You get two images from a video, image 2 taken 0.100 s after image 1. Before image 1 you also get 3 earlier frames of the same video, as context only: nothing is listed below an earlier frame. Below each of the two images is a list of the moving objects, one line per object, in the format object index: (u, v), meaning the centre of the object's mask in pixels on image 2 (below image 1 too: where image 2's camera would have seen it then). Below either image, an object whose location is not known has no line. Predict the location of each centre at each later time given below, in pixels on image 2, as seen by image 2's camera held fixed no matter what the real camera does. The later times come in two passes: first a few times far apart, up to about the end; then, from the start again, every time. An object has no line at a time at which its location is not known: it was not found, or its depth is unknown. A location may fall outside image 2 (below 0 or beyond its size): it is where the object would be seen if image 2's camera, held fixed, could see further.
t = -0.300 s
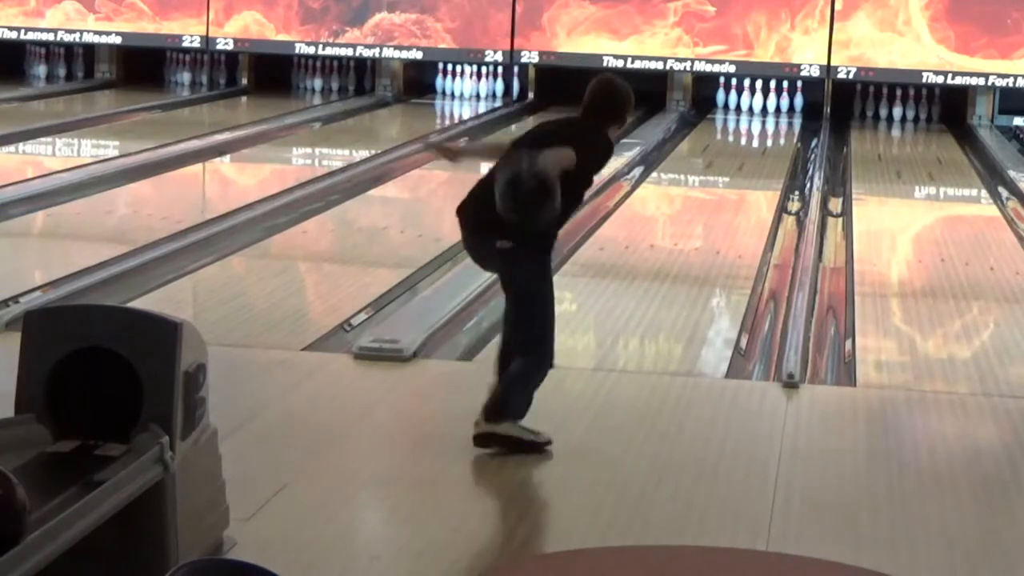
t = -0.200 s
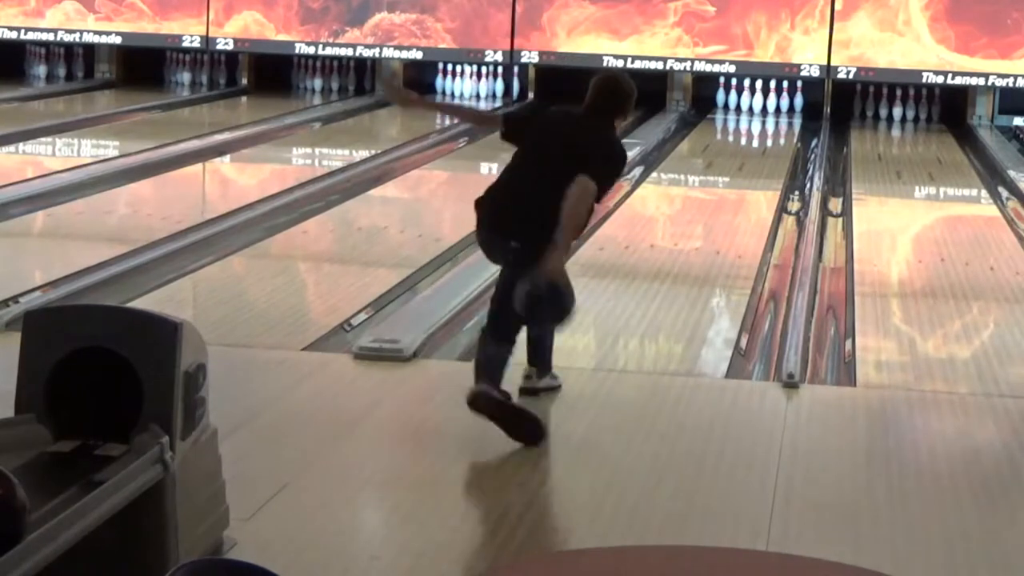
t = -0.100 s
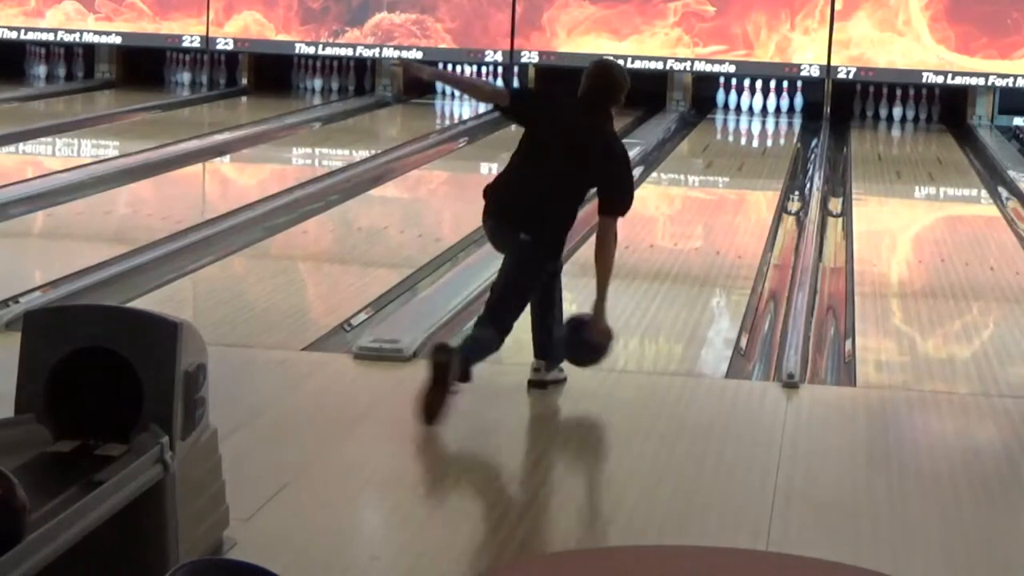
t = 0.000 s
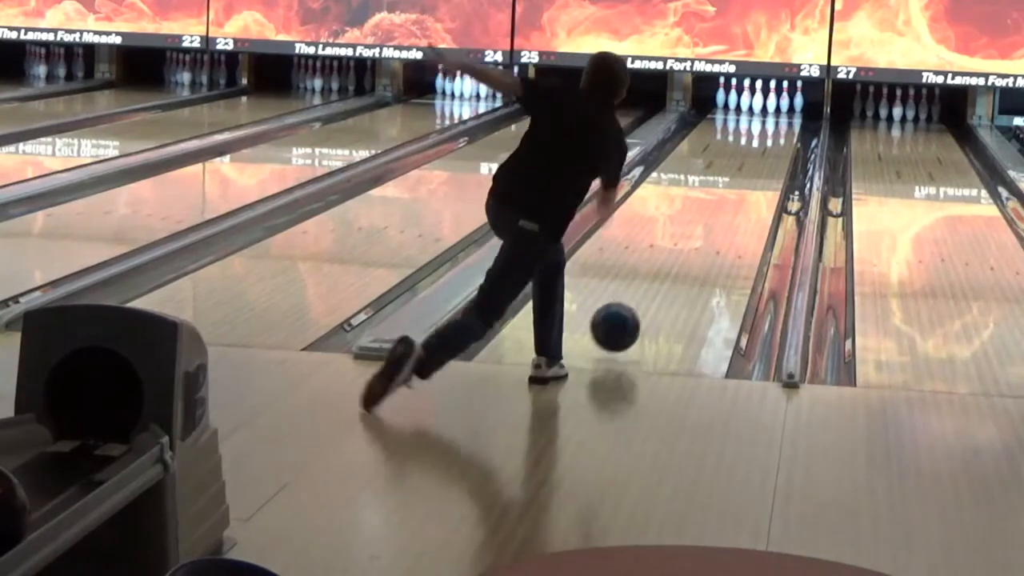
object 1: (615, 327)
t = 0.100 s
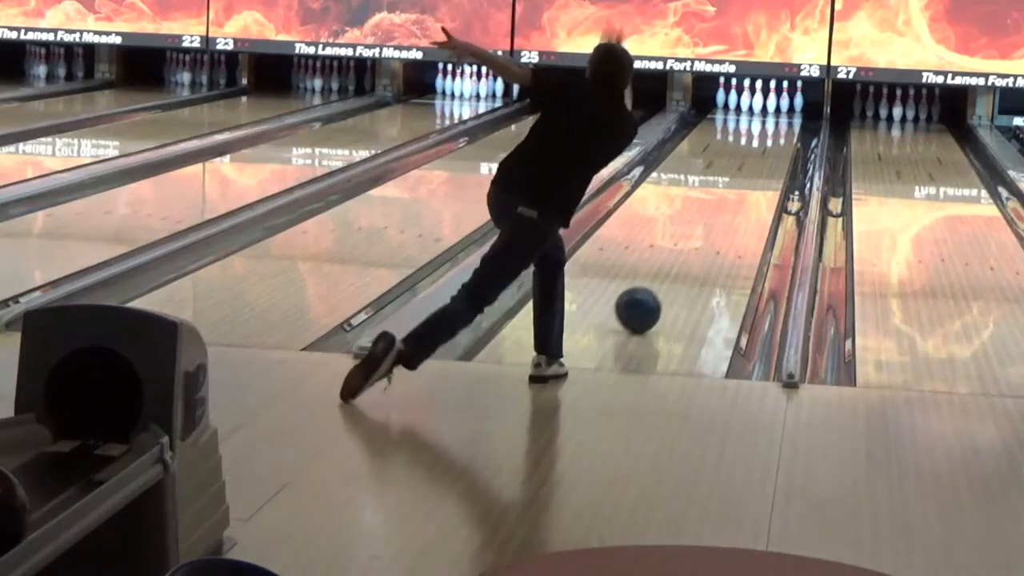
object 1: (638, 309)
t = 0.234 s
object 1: (664, 279)
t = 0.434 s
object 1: (695, 243)
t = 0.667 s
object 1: (722, 211)
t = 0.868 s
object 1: (739, 189)
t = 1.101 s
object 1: (755, 167)
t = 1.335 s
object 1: (767, 151)
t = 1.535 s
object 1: (774, 138)
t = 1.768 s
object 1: (777, 126)
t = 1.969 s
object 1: (775, 117)
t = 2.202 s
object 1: (769, 108)
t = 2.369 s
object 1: (766, 104)
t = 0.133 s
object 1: (645, 302)
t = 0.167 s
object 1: (652, 294)
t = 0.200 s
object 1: (658, 286)
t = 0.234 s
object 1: (664, 279)
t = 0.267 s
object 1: (670, 273)
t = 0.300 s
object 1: (675, 266)
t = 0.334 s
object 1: (681, 260)
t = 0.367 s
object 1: (686, 254)
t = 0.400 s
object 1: (690, 248)
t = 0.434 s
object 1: (695, 243)
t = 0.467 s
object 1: (699, 238)
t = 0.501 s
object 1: (704, 233)
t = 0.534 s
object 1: (707, 228)
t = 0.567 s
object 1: (711, 224)
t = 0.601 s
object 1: (715, 219)
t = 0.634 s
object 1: (718, 215)
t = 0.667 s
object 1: (722, 211)
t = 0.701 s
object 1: (725, 207)
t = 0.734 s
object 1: (728, 203)
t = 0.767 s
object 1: (731, 199)
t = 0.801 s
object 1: (734, 195)
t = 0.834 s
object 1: (737, 192)
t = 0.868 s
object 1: (739, 189)
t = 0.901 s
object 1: (742, 185)
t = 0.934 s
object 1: (744, 182)
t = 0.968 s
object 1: (747, 179)
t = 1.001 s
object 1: (749, 176)
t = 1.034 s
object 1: (751, 173)
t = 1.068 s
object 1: (753, 170)
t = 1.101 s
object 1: (755, 167)
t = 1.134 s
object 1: (757, 165)
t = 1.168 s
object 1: (759, 162)
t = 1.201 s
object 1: (761, 160)
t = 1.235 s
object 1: (762, 158)
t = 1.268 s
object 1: (764, 155)
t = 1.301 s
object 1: (765, 153)
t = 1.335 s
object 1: (767, 151)
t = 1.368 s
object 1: (768, 149)
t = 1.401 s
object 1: (770, 146)
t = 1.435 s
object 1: (771, 145)
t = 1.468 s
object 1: (772, 142)
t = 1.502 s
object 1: (773, 140)
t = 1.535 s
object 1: (774, 138)
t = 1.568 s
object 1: (775, 136)
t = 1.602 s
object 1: (776, 134)
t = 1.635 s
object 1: (776, 133)
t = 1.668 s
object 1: (777, 131)
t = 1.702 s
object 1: (777, 129)
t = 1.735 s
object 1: (777, 127)
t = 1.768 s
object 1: (777, 126)
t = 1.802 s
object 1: (777, 124)
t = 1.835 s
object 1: (777, 123)
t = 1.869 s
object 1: (777, 122)
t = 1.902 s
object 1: (776, 120)
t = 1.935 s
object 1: (776, 119)
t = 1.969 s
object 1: (775, 117)
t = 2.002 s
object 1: (775, 115)
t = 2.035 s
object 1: (774, 114)
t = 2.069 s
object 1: (773, 113)
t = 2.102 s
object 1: (771, 111)
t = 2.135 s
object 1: (771, 111)
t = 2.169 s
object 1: (769, 109)
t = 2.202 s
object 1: (769, 108)
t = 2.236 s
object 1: (766, 106)
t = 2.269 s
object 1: (765, 106)
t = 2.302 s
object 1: (767, 105)
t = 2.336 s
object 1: (766, 104)
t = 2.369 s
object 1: (766, 104)
